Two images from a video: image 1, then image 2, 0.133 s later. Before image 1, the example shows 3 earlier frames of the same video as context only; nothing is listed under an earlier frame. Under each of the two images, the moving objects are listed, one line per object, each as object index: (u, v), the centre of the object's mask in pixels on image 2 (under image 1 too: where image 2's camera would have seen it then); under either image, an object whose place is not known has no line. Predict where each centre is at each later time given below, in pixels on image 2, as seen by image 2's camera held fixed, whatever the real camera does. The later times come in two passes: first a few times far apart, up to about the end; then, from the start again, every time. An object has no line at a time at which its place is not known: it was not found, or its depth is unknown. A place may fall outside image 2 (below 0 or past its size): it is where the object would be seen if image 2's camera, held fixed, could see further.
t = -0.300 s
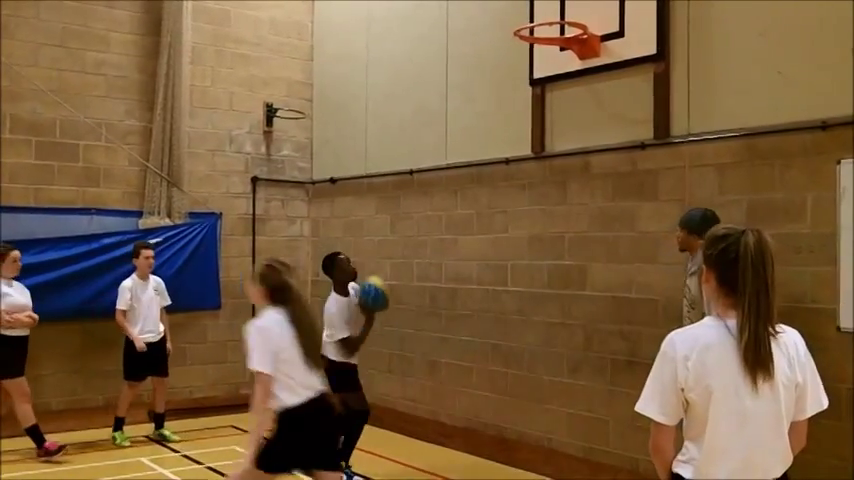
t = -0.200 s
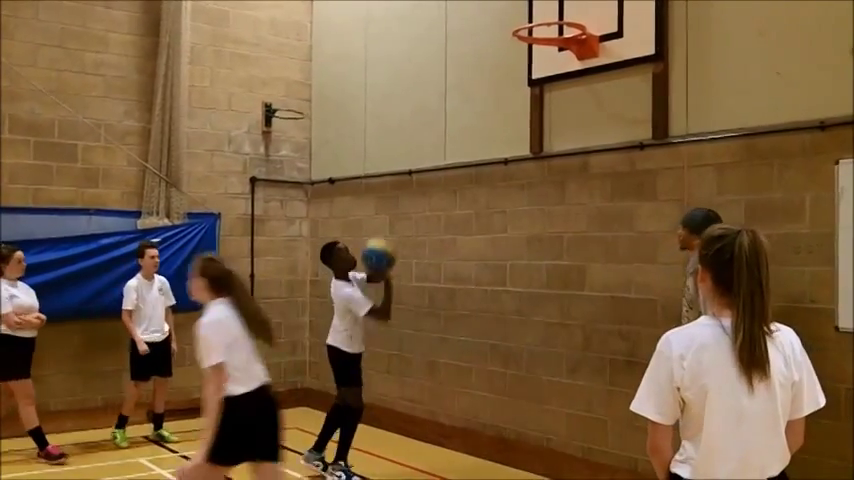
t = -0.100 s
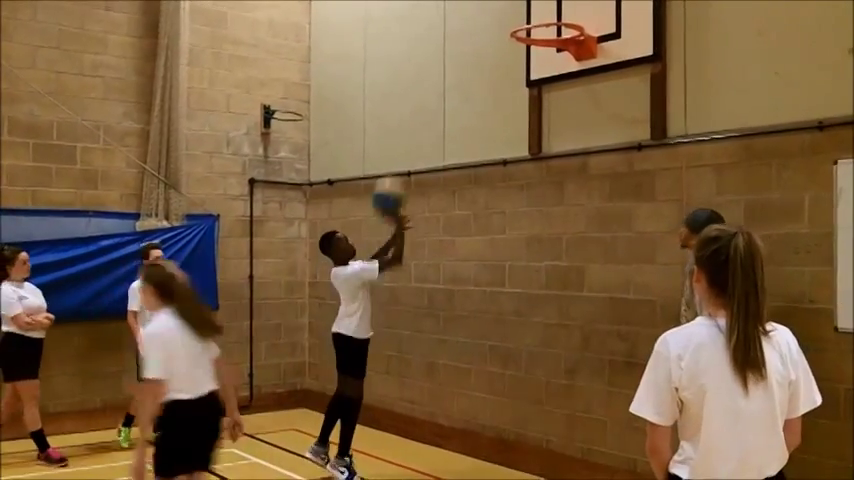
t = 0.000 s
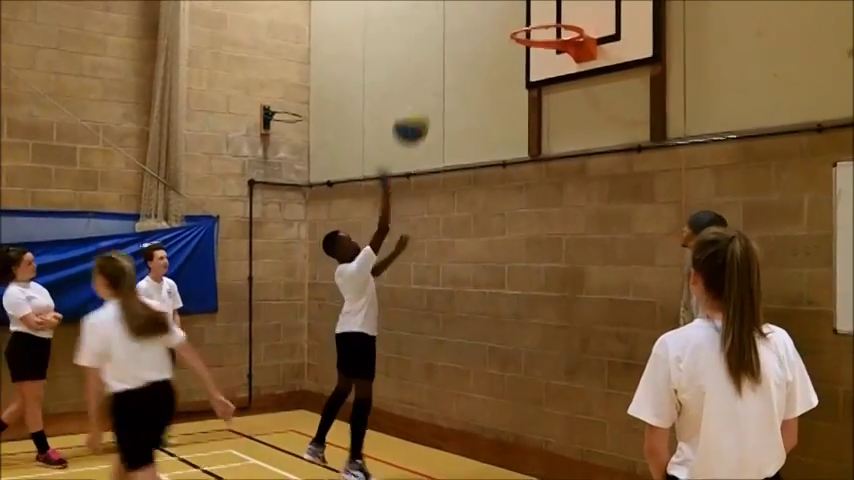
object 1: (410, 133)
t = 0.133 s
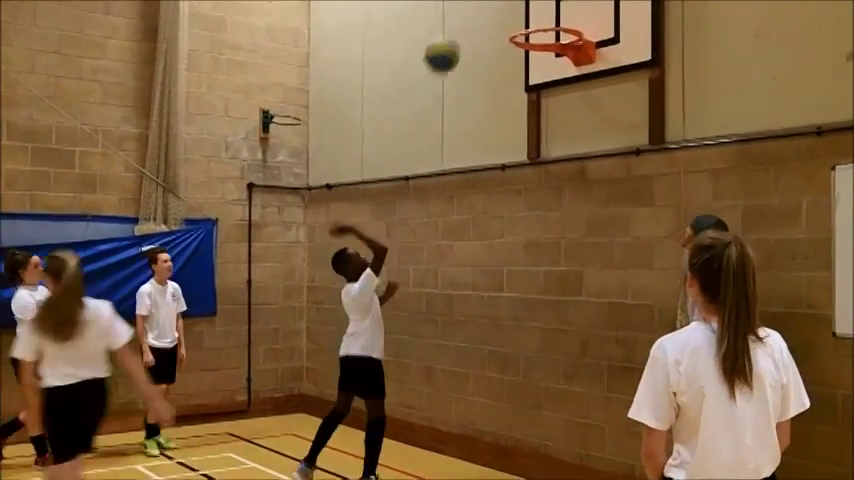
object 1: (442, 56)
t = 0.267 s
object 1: (473, 7)
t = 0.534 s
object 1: (535, -10)
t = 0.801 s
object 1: (584, -4)
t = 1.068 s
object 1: (598, -12)
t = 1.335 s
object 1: (615, 69)
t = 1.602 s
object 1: (619, 259)
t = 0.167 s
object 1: (450, 41)
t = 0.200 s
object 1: (458, 28)
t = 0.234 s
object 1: (465, 14)
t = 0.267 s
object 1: (473, 7)
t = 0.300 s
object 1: (481, 3)
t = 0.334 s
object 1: (489, -1)
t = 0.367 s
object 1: (497, -4)
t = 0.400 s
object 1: (505, -6)
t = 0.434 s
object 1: (512, -8)
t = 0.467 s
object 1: (520, -9)
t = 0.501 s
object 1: (528, -10)
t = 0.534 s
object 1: (535, -10)
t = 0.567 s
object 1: (543, -8)
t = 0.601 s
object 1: (551, -6)
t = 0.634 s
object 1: (559, -3)
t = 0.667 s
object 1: (567, 5)
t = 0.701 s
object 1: (576, 13)
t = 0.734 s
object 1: (580, 14)
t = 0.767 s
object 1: (582, 5)
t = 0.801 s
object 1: (584, -4)
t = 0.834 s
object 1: (586, -9)
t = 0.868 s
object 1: (587, -11)
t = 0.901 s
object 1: (589, -14)
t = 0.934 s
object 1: (590, -15)
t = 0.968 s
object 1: (592, -15)
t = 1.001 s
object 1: (594, -15)
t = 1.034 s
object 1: (596, -14)
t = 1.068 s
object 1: (598, -12)
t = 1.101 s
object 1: (601, -10)
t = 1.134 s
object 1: (603, -6)
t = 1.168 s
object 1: (605, 0)
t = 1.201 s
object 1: (607, 12)
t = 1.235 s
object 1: (609, 24)
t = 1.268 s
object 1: (611, 36)
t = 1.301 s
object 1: (613, 54)
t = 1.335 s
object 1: (615, 69)
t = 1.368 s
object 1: (615, 86)
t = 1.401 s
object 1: (616, 106)
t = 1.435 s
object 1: (616, 126)
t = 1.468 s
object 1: (620, 149)
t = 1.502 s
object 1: (618, 174)
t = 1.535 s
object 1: (619, 200)
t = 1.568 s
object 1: (623, 233)
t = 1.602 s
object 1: (619, 259)
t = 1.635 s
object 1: (622, 293)
